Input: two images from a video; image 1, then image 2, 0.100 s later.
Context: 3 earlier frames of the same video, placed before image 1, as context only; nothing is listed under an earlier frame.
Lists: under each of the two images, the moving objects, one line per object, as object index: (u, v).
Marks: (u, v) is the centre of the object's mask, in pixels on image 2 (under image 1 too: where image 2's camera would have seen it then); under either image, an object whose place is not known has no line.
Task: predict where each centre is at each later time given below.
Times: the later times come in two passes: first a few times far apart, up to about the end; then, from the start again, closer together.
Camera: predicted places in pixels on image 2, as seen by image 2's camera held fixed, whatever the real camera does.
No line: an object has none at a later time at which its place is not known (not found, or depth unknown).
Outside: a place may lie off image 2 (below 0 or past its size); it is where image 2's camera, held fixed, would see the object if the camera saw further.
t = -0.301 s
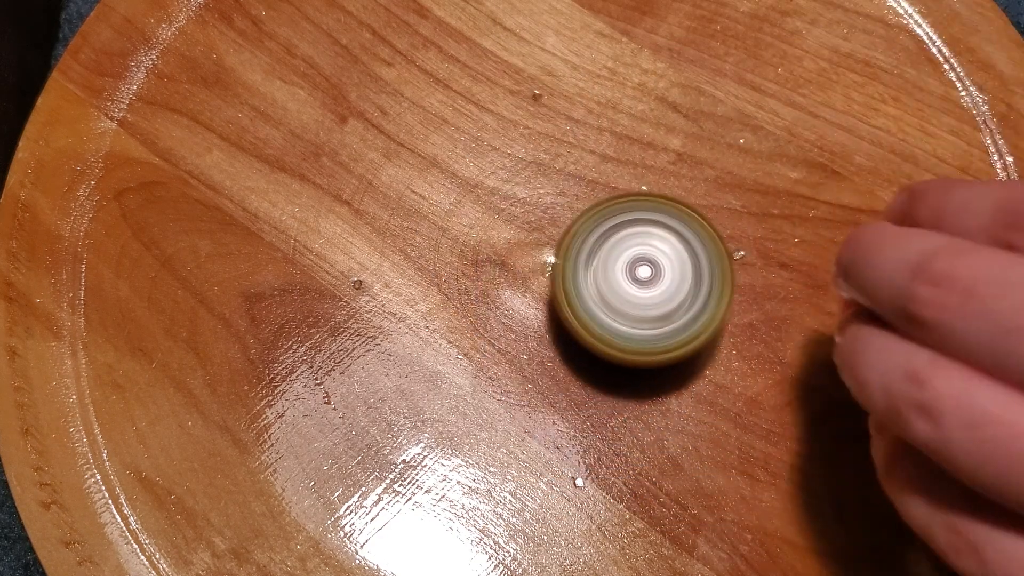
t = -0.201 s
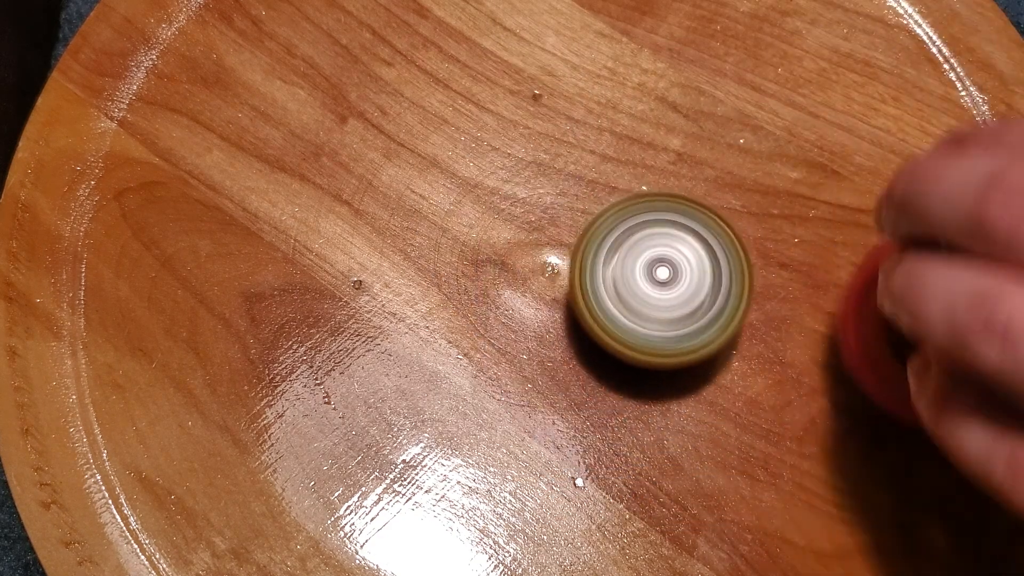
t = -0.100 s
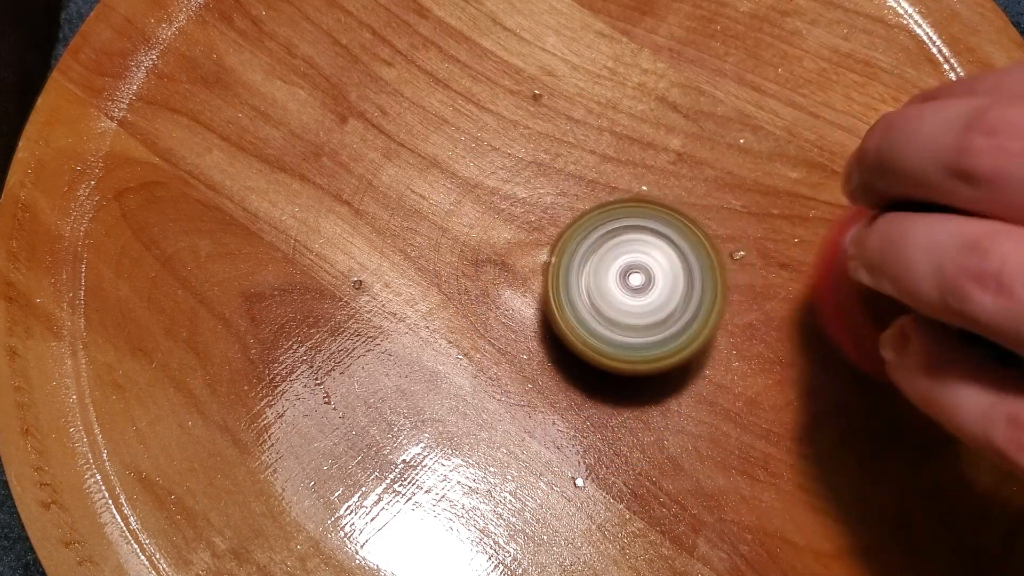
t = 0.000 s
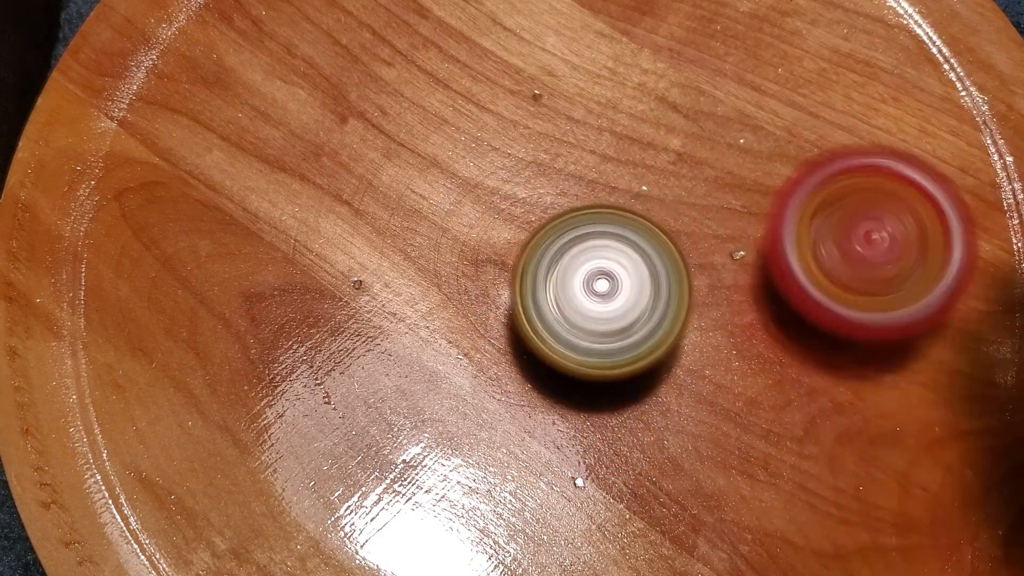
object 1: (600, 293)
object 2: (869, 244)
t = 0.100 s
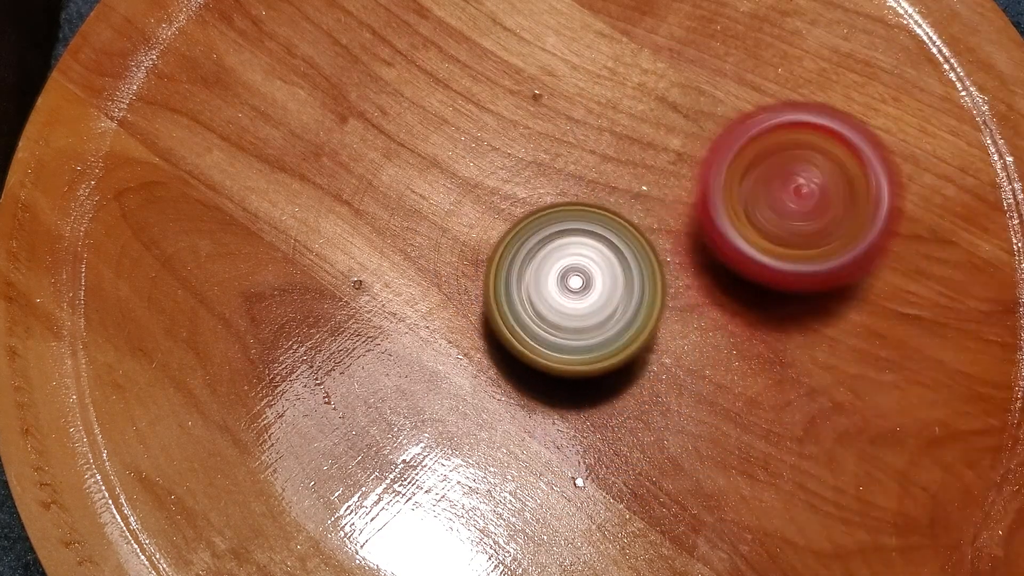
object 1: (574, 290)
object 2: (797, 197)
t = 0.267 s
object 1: (542, 278)
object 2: (694, 154)
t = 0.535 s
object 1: (584, 305)
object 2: (601, 137)
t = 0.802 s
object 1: (609, 352)
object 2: (495, 100)
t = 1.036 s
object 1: (611, 308)
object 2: (444, 213)
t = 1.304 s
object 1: (700, 359)
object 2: (500, 236)
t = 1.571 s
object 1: (643, 365)
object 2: (531, 112)
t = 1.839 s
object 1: (669, 262)
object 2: (464, 91)
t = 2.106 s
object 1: (783, 227)
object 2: (460, 174)
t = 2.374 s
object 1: (789, 383)
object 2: (582, 260)
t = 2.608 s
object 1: (683, 444)
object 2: (677, 250)
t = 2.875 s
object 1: (601, 346)
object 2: (737, 184)
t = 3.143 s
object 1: (559, 323)
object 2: (723, 121)
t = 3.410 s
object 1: (603, 383)
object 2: (653, 138)
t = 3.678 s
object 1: (551, 425)
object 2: (587, 242)
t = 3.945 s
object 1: (458, 414)
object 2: (637, 317)
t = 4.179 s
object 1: (500, 330)
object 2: (682, 309)
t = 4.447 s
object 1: (531, 294)
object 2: (711, 270)
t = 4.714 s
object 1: (484, 353)
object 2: (696, 229)
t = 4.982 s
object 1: (434, 322)
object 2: (591, 242)
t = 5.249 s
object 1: (411, 248)
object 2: (596, 332)
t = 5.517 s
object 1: (507, 210)
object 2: (647, 325)
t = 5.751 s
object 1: (522, 164)
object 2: (645, 305)
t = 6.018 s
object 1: (497, 158)
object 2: (619, 325)
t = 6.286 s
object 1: (501, 158)
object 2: (646, 376)
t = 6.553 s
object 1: (524, 195)
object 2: (645, 337)
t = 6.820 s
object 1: (504, 170)
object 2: (614, 308)
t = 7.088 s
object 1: (517, 168)
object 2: (574, 335)
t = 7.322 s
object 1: (523, 158)
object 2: (574, 372)
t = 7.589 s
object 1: (529, 168)
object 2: (581, 340)
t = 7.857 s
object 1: (547, 146)
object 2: (572, 317)
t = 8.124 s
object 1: (565, 135)
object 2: (554, 315)
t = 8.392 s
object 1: (597, 140)
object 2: (540, 319)
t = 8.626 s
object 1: (638, 160)
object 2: (531, 311)
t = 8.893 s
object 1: (664, 207)
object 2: (514, 305)
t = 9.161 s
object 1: (685, 260)
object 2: (491, 292)
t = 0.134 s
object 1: (570, 287)
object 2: (769, 186)
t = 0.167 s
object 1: (569, 281)
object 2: (740, 176)
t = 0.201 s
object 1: (559, 279)
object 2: (722, 166)
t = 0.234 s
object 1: (548, 279)
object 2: (708, 159)
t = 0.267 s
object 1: (542, 278)
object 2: (694, 154)
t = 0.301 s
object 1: (537, 279)
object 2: (684, 150)
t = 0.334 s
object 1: (534, 285)
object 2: (676, 148)
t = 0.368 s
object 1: (535, 292)
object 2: (668, 147)
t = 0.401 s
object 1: (537, 302)
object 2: (657, 146)
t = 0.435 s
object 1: (552, 303)
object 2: (648, 143)
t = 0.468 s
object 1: (556, 308)
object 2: (635, 138)
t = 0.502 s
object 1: (570, 307)
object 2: (618, 138)
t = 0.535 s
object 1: (584, 305)
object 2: (601, 137)
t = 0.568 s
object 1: (591, 320)
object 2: (592, 120)
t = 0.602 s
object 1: (596, 334)
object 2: (582, 106)
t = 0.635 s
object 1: (602, 344)
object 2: (570, 97)
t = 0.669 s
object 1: (606, 352)
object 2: (557, 91)
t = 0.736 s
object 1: (610, 357)
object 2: (528, 89)
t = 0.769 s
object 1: (610, 355)
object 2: (512, 93)
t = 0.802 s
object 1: (609, 352)
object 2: (495, 100)
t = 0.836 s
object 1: (608, 346)
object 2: (480, 109)
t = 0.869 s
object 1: (605, 339)
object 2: (466, 124)
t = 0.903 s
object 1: (603, 331)
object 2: (456, 141)
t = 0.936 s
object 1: (600, 321)
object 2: (450, 162)
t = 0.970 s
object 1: (598, 311)
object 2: (448, 185)
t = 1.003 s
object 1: (598, 303)
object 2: (450, 206)
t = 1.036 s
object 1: (611, 308)
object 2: (444, 213)
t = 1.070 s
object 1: (622, 310)
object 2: (447, 222)
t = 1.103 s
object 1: (632, 312)
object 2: (456, 233)
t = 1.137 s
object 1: (639, 313)
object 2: (468, 245)
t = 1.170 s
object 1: (651, 320)
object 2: (476, 251)
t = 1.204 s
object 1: (674, 334)
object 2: (476, 246)
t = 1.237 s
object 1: (688, 345)
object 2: (480, 243)
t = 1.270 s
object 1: (698, 353)
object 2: (489, 240)
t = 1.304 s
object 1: (700, 359)
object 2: (500, 236)
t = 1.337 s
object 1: (696, 360)
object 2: (512, 233)
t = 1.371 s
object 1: (688, 358)
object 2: (525, 228)
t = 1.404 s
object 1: (674, 351)
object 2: (537, 221)
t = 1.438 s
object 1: (659, 341)
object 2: (546, 211)
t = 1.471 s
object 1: (654, 353)
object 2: (544, 180)
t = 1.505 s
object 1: (650, 362)
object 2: (541, 151)
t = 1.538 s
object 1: (647, 366)
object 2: (537, 129)
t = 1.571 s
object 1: (643, 365)
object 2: (531, 112)
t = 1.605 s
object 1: (640, 361)
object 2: (524, 101)
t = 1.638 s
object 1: (639, 353)
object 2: (516, 93)
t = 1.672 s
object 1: (638, 340)
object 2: (508, 87)
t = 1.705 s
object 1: (639, 327)
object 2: (499, 83)
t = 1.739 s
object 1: (643, 312)
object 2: (489, 83)
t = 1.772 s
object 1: (649, 296)
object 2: (481, 85)
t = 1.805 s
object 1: (659, 279)
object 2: (473, 87)
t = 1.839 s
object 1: (669, 262)
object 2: (464, 91)
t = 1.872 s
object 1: (683, 245)
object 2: (458, 96)
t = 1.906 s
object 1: (696, 231)
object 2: (452, 103)
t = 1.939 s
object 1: (710, 219)
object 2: (448, 111)
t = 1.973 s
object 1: (725, 211)
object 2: (446, 119)
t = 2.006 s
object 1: (742, 208)
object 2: (445, 129)
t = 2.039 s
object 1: (756, 210)
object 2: (446, 142)
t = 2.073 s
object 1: (769, 216)
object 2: (451, 157)
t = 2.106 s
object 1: (783, 227)
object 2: (460, 174)
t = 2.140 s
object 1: (793, 241)
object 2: (473, 192)
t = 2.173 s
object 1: (801, 257)
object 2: (488, 209)
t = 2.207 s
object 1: (805, 278)
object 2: (505, 223)
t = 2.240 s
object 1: (808, 299)
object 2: (524, 234)
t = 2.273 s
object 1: (808, 322)
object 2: (542, 241)
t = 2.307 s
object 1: (804, 343)
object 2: (559, 250)
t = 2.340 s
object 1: (798, 365)
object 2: (570, 256)
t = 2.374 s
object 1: (789, 383)
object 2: (582, 260)
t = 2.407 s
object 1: (778, 399)
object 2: (594, 265)
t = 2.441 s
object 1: (765, 413)
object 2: (608, 269)
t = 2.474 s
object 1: (749, 423)
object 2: (622, 271)
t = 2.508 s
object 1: (732, 428)
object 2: (636, 270)
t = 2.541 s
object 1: (715, 432)
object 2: (648, 267)
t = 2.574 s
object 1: (697, 440)
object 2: (663, 260)
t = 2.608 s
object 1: (683, 444)
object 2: (677, 250)
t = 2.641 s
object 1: (668, 444)
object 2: (690, 241)
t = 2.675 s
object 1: (655, 440)
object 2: (704, 233)
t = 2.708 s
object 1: (643, 431)
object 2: (716, 224)
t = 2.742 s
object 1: (632, 420)
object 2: (725, 218)
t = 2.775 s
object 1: (616, 392)
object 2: (737, 203)
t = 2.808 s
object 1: (610, 377)
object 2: (739, 196)
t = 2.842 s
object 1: (605, 362)
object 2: (739, 190)
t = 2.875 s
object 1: (601, 346)
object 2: (737, 184)
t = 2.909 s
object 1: (599, 330)
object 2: (733, 178)
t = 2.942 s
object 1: (598, 315)
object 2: (727, 174)
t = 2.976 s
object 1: (600, 301)
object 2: (719, 170)
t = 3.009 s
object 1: (599, 292)
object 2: (713, 165)
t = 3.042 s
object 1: (583, 298)
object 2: (722, 147)
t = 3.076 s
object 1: (571, 306)
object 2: (726, 135)
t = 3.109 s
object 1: (563, 314)
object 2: (726, 127)
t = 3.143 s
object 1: (559, 323)
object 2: (723, 121)
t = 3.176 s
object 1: (559, 332)
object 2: (719, 117)
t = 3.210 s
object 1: (562, 341)
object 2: (713, 115)
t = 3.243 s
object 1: (567, 350)
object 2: (706, 114)
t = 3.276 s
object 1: (573, 358)
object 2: (697, 116)
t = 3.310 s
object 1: (580, 365)
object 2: (687, 119)
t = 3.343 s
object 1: (589, 371)
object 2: (677, 123)
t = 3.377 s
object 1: (596, 378)
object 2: (665, 129)
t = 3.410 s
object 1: (603, 383)
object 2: (653, 138)
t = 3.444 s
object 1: (607, 389)
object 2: (641, 150)
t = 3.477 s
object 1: (608, 395)
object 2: (629, 164)
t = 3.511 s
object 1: (605, 400)
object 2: (618, 179)
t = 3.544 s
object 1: (600, 403)
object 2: (607, 195)
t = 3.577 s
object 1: (592, 405)
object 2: (597, 211)
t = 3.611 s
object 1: (583, 406)
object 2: (590, 228)
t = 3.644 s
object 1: (568, 414)
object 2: (587, 238)
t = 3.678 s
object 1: (551, 425)
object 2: (587, 242)
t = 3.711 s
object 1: (535, 432)
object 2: (587, 253)
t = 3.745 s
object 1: (521, 435)
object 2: (588, 265)
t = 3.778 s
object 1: (509, 434)
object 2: (590, 279)
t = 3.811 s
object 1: (495, 434)
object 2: (596, 289)
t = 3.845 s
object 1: (479, 433)
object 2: (605, 299)
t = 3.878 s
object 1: (468, 429)
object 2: (616, 307)
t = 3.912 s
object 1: (461, 423)
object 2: (627, 313)
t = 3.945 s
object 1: (458, 414)
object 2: (637, 317)
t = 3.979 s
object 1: (459, 403)
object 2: (646, 319)
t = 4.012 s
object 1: (462, 391)
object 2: (655, 320)
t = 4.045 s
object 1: (467, 378)
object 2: (663, 319)
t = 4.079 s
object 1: (474, 365)
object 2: (669, 318)
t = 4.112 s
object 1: (482, 354)
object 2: (675, 316)
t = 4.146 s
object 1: (490, 342)
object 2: (679, 313)
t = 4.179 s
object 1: (500, 330)
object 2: (682, 309)
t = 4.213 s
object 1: (500, 318)
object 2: (694, 305)
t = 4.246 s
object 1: (499, 307)
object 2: (704, 301)
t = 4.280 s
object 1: (501, 298)
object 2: (712, 296)
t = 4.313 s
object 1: (506, 291)
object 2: (717, 291)
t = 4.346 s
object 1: (513, 287)
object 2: (718, 286)
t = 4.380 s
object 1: (519, 287)
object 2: (718, 282)
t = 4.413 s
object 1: (525, 289)
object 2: (716, 276)
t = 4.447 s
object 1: (531, 294)
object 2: (711, 270)
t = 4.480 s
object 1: (526, 302)
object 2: (714, 264)
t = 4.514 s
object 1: (516, 310)
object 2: (719, 259)
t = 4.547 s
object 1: (508, 319)
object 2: (721, 253)
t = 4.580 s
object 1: (502, 328)
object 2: (720, 247)
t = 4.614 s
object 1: (497, 335)
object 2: (717, 242)
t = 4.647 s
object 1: (492, 343)
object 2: (712, 237)
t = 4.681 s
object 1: (488, 348)
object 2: (705, 232)
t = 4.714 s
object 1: (484, 353)
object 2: (696, 229)
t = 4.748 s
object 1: (479, 356)
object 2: (686, 226)
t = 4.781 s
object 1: (474, 358)
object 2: (672, 223)
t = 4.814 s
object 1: (470, 358)
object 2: (658, 222)
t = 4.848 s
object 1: (464, 356)
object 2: (642, 222)
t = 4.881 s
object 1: (459, 351)
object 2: (626, 224)
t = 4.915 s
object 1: (452, 344)
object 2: (609, 229)
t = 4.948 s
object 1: (446, 334)
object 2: (597, 236)
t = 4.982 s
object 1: (434, 322)
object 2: (591, 242)
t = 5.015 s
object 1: (417, 312)
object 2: (594, 250)
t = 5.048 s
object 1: (406, 302)
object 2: (594, 260)
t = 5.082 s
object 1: (398, 291)
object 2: (590, 271)
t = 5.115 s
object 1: (395, 282)
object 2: (585, 284)
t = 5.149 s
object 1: (394, 272)
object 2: (584, 299)
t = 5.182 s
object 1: (398, 263)
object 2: (585, 311)
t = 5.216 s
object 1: (403, 255)
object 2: (590, 323)
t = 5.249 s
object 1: (411, 248)
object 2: (596, 332)
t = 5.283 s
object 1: (420, 241)
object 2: (602, 338)
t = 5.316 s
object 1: (431, 235)
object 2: (611, 343)
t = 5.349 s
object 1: (444, 230)
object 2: (619, 345)
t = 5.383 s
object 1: (457, 225)
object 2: (627, 344)
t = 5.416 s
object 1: (470, 221)
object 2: (635, 342)
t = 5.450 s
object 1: (483, 218)
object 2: (640, 338)
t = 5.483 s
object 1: (497, 215)
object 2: (644, 332)
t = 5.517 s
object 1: (507, 210)
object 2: (647, 325)
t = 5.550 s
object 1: (514, 201)
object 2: (651, 322)
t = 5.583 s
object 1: (519, 195)
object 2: (652, 317)
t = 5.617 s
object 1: (522, 186)
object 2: (651, 313)
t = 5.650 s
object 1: (524, 179)
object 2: (651, 310)
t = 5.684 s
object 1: (525, 174)
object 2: (648, 305)
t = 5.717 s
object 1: (525, 171)
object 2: (645, 302)
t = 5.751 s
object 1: (522, 164)
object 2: (645, 305)
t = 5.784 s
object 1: (518, 159)
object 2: (643, 307)
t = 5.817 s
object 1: (514, 157)
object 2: (641, 307)
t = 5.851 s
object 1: (511, 156)
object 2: (636, 307)
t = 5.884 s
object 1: (509, 158)
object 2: (633, 307)
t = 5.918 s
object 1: (507, 161)
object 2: (627, 307)
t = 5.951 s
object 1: (505, 165)
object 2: (621, 307)
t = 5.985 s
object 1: (504, 167)
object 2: (615, 309)
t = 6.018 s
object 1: (497, 158)
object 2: (619, 325)
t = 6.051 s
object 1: (493, 150)
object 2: (620, 336)
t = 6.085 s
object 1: (490, 146)
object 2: (624, 347)
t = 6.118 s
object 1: (489, 143)
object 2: (627, 355)
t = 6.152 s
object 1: (490, 144)
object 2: (631, 363)
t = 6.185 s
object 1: (491, 145)
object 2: (635, 369)
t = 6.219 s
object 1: (494, 149)
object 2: (640, 373)
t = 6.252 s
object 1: (497, 153)
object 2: (643, 375)
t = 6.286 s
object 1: (501, 158)
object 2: (646, 376)
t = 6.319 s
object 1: (505, 164)
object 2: (647, 375)
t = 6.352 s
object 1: (510, 169)
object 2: (650, 373)
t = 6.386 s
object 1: (514, 175)
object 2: (650, 369)
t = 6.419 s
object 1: (519, 180)
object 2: (652, 364)
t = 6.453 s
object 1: (523, 187)
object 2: (650, 356)
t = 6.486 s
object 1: (526, 192)
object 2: (649, 347)
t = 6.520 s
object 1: (526, 197)
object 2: (644, 338)
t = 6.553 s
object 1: (524, 195)
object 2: (645, 337)
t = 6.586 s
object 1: (515, 184)
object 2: (646, 340)
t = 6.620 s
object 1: (508, 176)
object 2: (646, 338)
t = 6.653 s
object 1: (504, 170)
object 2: (643, 335)
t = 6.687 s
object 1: (501, 167)
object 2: (640, 330)
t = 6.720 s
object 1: (500, 165)
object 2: (635, 325)
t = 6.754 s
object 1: (500, 166)
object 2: (629, 318)
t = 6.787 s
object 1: (502, 167)
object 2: (623, 313)
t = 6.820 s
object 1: (504, 170)
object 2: (614, 308)
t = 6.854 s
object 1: (505, 169)
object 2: (609, 311)
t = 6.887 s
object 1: (506, 167)
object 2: (603, 312)
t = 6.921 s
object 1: (507, 165)
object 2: (598, 316)
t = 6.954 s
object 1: (509, 163)
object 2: (592, 321)
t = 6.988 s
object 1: (511, 164)
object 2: (586, 322)
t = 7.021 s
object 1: (513, 165)
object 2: (582, 327)
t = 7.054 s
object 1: (515, 167)
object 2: (577, 330)
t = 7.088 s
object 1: (517, 168)
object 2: (574, 335)
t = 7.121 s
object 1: (518, 160)
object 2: (573, 351)
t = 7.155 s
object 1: (520, 154)
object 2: (573, 360)
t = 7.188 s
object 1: (521, 151)
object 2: (573, 367)
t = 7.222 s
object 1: (522, 151)
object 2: (572, 371)
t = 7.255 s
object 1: (523, 152)
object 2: (573, 373)
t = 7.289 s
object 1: (523, 155)
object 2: (573, 374)
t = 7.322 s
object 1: (523, 158)
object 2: (574, 372)
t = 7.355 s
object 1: (523, 162)
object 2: (576, 370)
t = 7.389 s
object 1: (524, 167)
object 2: (577, 366)
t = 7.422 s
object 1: (524, 171)
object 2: (579, 360)
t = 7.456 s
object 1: (525, 177)
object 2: (580, 355)
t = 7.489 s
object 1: (526, 180)
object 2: (580, 347)
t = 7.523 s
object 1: (527, 176)
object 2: (581, 345)
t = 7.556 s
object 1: (527, 172)
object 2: (581, 344)
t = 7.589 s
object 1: (529, 168)
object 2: (581, 340)
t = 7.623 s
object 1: (531, 167)
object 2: (581, 334)
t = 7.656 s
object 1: (534, 163)
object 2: (581, 334)
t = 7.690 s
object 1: (537, 156)
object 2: (580, 334)
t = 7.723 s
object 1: (539, 151)
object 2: (578, 330)
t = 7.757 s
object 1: (541, 148)
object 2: (577, 327)
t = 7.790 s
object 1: (543, 147)
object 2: (575, 324)
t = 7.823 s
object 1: (544, 147)
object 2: (573, 319)
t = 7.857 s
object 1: (547, 146)
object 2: (572, 317)
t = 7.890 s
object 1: (549, 143)
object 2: (570, 318)
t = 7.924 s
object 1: (550, 141)
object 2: (568, 316)
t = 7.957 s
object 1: (552, 142)
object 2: (566, 313)
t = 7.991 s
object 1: (554, 141)
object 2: (564, 315)
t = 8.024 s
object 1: (556, 139)
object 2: (561, 315)
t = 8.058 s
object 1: (558, 139)
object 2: (558, 313)
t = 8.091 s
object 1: (561, 137)
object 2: (556, 313)
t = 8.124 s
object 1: (565, 135)
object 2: (554, 315)
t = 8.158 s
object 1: (569, 136)
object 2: (551, 315)
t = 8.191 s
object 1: (571, 138)
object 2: (549, 315)
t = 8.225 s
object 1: (574, 140)
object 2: (548, 314)
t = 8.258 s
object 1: (577, 144)
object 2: (546, 314)
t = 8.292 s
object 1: (582, 143)
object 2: (542, 316)
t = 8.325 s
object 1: (588, 140)
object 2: (540, 317)
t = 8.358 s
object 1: (593, 139)
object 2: (540, 318)
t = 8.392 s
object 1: (597, 140)
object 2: (540, 319)
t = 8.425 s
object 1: (601, 140)
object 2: (540, 318)
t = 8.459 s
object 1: (609, 148)
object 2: (544, 313)
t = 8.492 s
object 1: (615, 150)
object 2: (541, 312)
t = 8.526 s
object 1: (621, 150)
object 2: (536, 314)
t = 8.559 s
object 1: (629, 153)
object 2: (534, 314)
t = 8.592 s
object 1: (634, 156)
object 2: (532, 312)
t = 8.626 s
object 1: (638, 160)
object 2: (531, 311)
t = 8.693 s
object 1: (644, 173)
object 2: (530, 307)
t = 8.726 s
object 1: (648, 177)
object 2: (525, 308)
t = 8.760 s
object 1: (654, 181)
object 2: (522, 308)
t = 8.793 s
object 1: (658, 188)
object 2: (520, 307)
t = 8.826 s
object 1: (660, 194)
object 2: (519, 307)
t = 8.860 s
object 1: (661, 200)
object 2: (517, 305)
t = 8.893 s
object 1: (664, 207)
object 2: (514, 305)
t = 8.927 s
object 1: (669, 214)
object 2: (511, 304)
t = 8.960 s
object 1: (671, 222)
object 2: (509, 302)
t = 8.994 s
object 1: (672, 227)
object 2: (507, 301)
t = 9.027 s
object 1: (673, 234)
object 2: (505, 299)
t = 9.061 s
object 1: (677, 242)
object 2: (499, 297)
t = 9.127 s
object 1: (683, 255)
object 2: (492, 293)
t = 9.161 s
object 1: (685, 260)
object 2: (491, 292)
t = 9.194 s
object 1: (686, 265)
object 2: (491, 289)
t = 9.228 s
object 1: (684, 270)
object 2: (491, 287)
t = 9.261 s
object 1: (681, 274)
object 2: (491, 283)
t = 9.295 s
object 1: (678, 276)
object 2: (493, 277)
